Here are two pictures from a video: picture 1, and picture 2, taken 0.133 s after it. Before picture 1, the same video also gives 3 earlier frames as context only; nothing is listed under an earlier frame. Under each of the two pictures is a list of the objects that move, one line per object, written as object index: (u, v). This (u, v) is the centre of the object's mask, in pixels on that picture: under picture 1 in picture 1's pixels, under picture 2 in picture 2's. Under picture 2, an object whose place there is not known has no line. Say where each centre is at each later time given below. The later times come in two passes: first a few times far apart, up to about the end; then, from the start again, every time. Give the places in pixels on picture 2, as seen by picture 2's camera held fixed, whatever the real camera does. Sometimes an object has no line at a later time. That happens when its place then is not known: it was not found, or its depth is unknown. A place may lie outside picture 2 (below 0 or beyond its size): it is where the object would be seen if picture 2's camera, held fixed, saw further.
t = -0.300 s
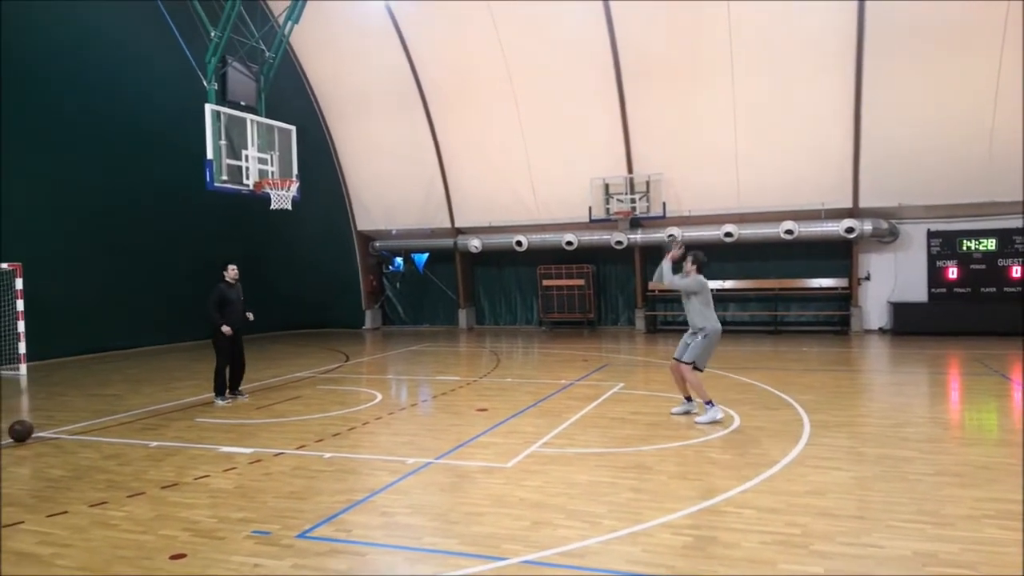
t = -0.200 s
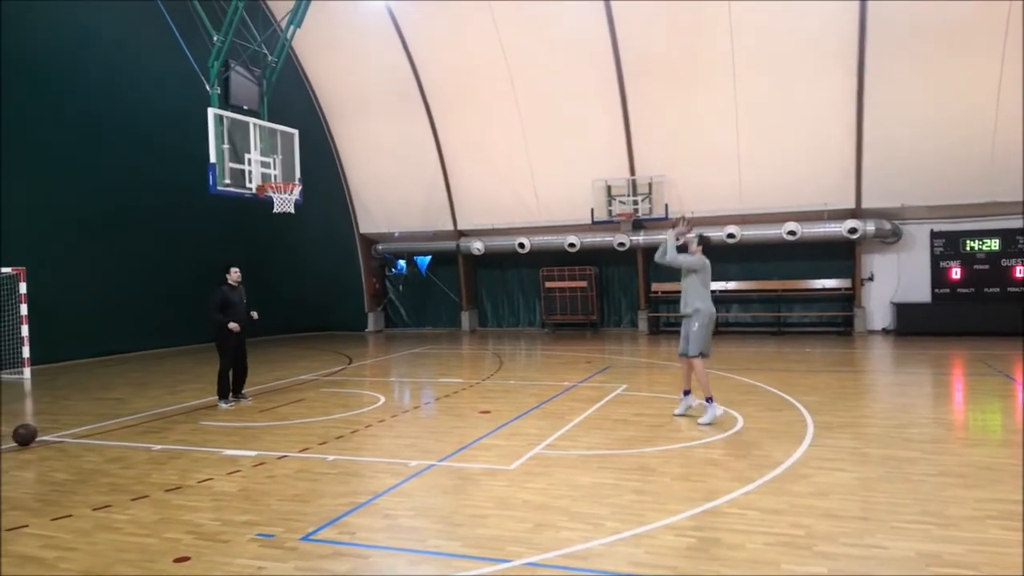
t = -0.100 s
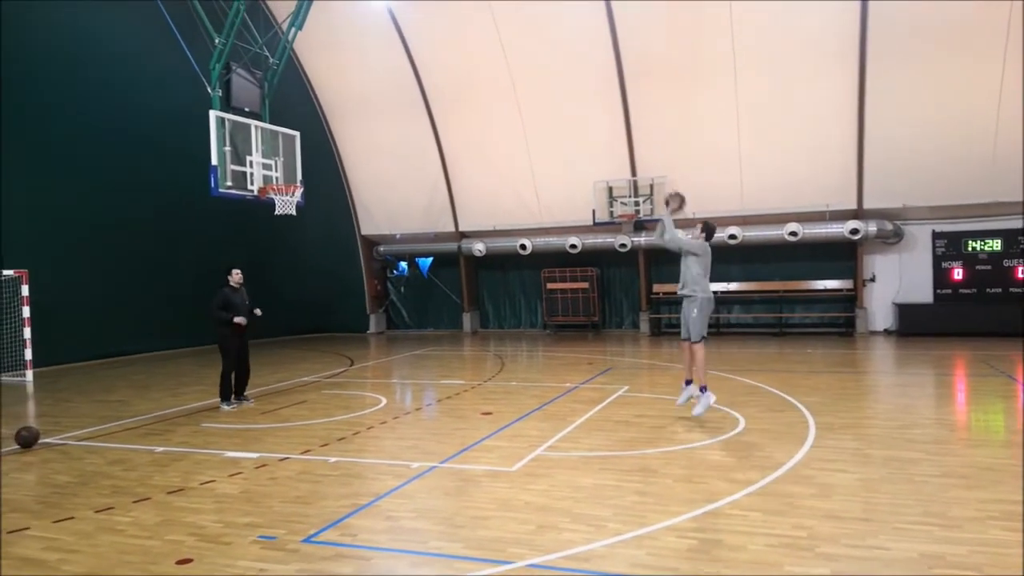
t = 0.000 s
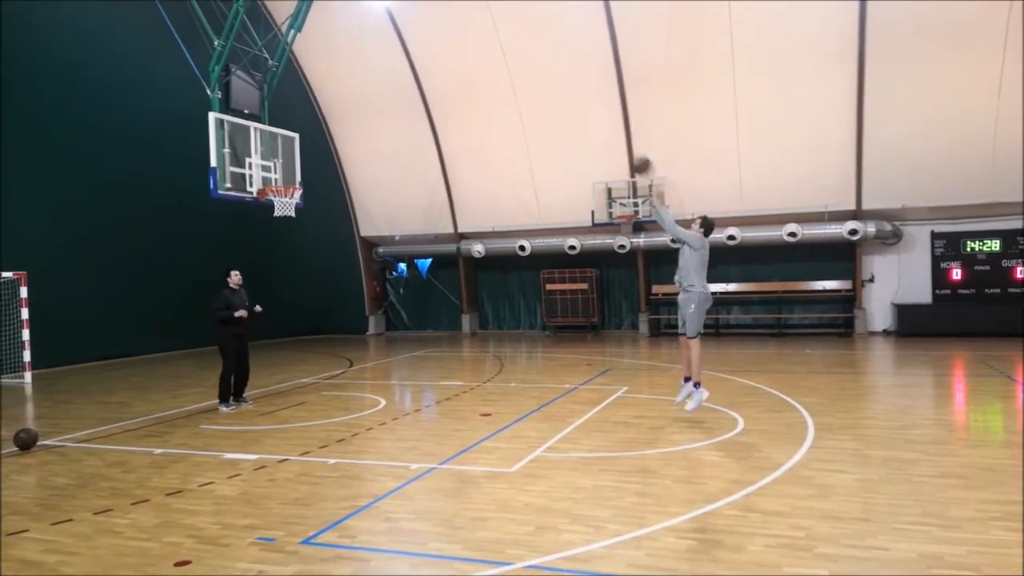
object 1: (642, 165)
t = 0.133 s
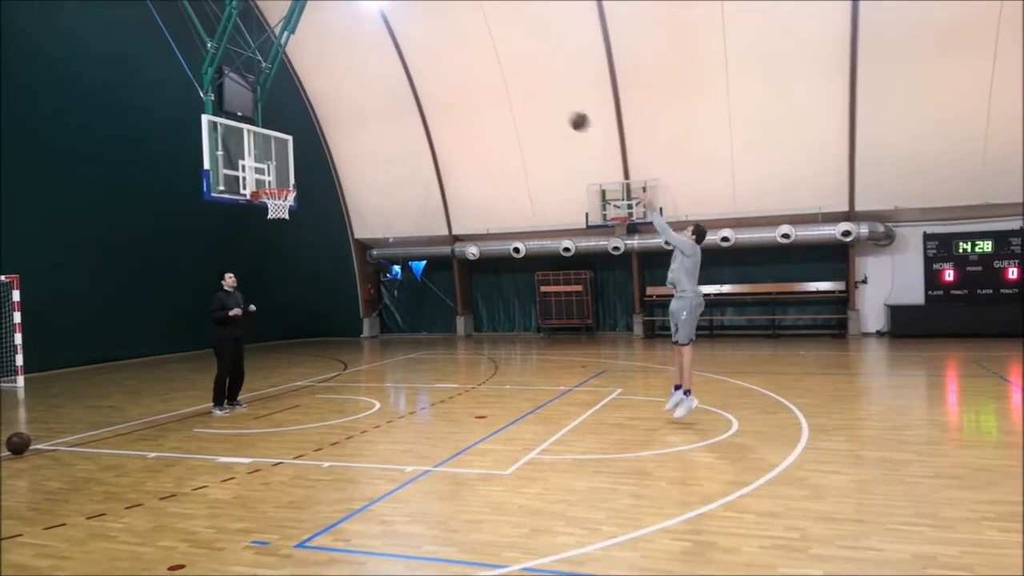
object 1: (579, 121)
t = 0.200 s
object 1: (551, 104)
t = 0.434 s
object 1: (462, 74)
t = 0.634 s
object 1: (393, 82)
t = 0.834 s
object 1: (330, 120)
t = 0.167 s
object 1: (565, 112)
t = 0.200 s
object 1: (551, 104)
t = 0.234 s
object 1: (538, 96)
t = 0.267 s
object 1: (525, 90)
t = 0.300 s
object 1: (512, 85)
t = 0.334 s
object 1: (499, 81)
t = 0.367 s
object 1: (487, 78)
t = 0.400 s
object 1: (474, 75)
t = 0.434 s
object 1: (462, 74)
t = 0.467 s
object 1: (450, 73)
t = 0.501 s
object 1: (438, 73)
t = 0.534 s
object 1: (427, 74)
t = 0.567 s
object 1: (416, 76)
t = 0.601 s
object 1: (403, 78)
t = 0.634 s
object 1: (393, 82)
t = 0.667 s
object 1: (382, 87)
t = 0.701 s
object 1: (371, 92)
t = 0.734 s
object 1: (361, 97)
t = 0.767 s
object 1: (351, 104)
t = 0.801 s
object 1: (340, 112)
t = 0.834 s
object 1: (330, 120)
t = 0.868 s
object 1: (321, 129)
